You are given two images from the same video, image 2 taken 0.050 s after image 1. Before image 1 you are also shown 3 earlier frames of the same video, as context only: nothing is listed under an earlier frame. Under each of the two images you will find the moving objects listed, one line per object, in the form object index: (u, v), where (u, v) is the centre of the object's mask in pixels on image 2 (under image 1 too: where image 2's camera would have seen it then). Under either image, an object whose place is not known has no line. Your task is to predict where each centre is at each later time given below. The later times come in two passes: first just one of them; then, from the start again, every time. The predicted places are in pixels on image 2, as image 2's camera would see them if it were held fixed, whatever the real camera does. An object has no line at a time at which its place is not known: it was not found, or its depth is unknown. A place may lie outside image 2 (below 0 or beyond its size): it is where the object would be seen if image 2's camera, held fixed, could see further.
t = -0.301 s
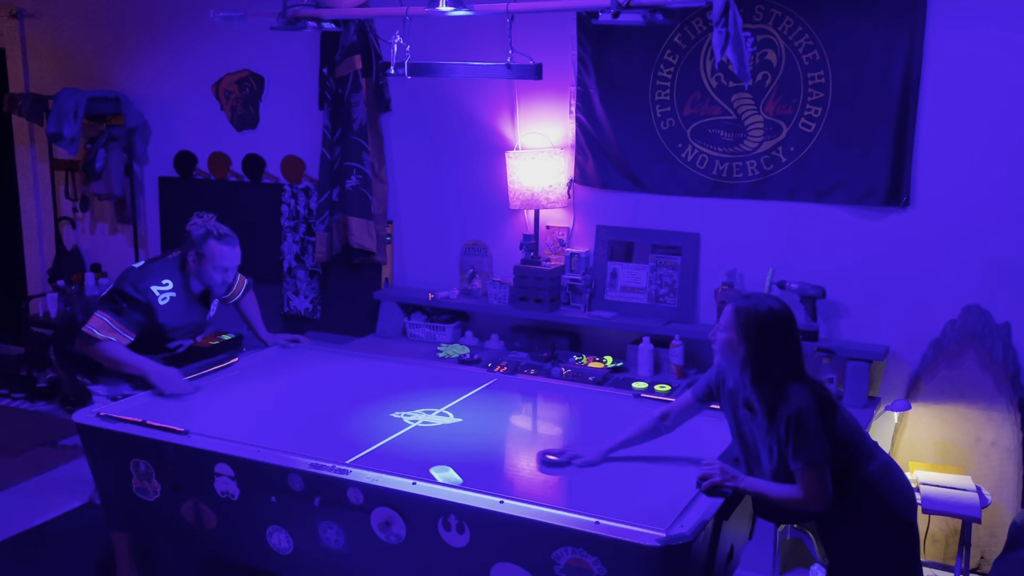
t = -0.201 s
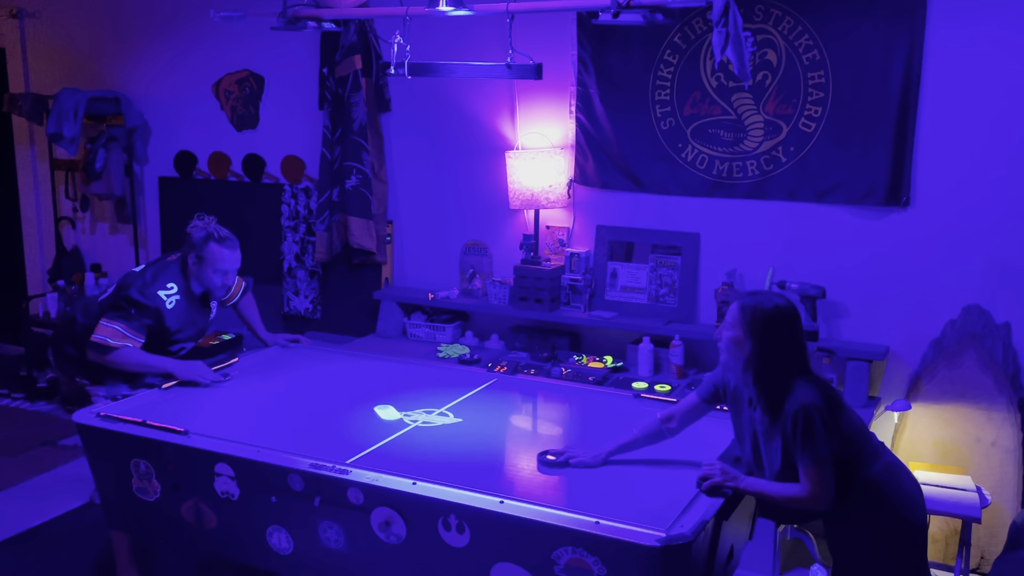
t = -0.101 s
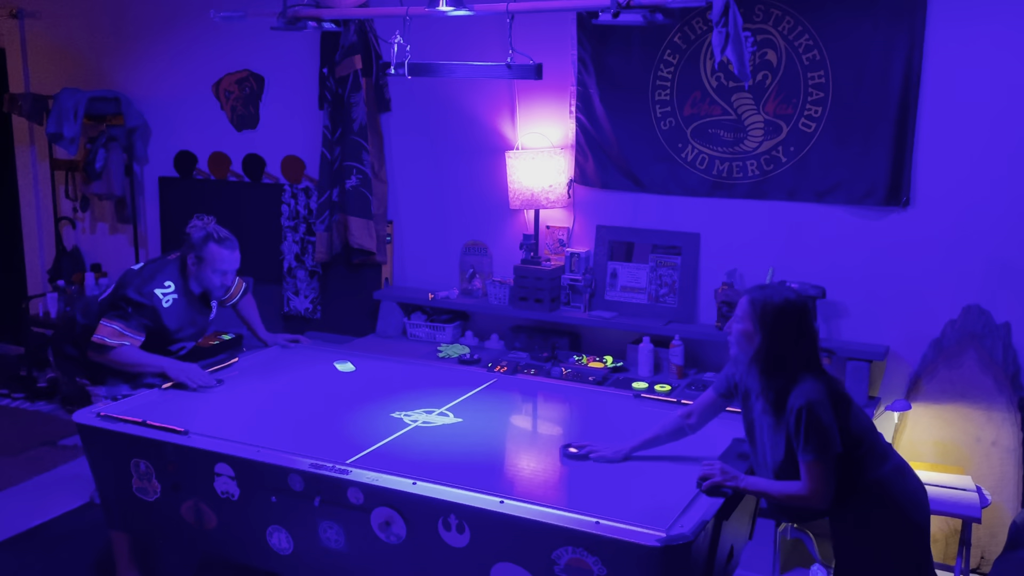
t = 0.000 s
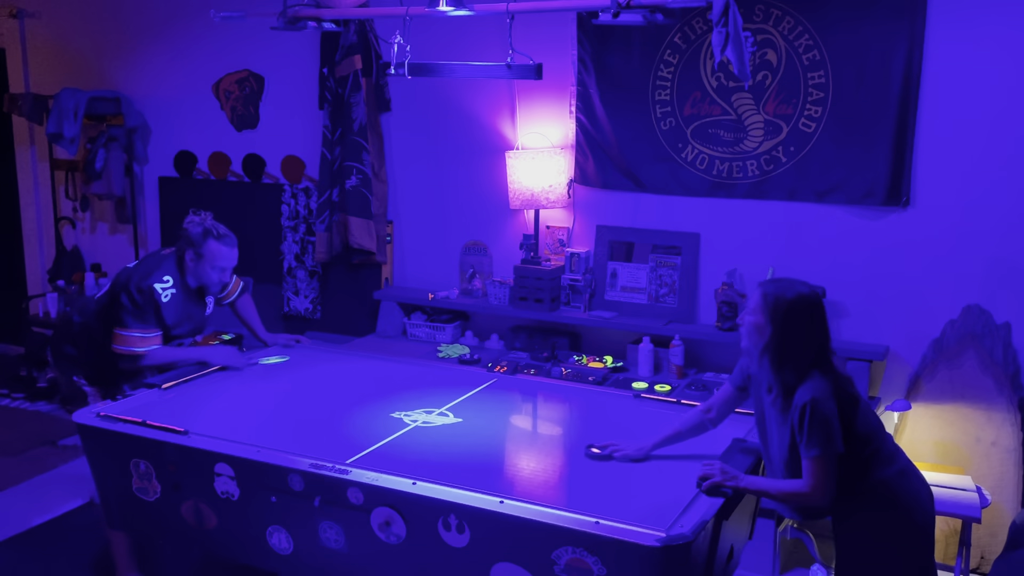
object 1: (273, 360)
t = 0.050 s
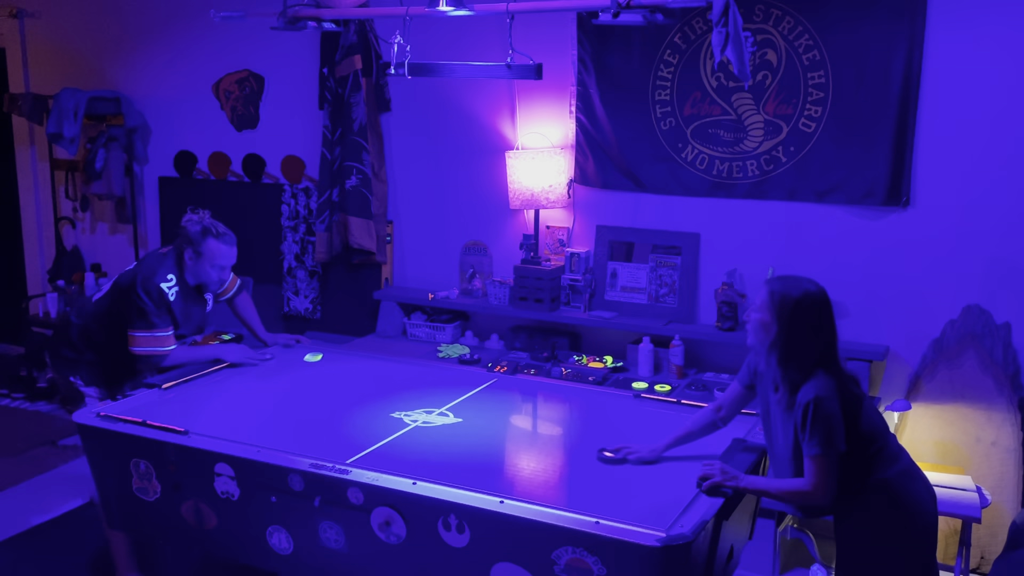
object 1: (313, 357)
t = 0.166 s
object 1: (286, 396)
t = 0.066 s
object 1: (309, 362)
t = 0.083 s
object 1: (306, 367)
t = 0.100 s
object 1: (302, 373)
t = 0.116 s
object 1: (298, 378)
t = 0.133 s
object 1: (295, 384)
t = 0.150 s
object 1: (290, 390)
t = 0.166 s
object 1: (286, 396)
